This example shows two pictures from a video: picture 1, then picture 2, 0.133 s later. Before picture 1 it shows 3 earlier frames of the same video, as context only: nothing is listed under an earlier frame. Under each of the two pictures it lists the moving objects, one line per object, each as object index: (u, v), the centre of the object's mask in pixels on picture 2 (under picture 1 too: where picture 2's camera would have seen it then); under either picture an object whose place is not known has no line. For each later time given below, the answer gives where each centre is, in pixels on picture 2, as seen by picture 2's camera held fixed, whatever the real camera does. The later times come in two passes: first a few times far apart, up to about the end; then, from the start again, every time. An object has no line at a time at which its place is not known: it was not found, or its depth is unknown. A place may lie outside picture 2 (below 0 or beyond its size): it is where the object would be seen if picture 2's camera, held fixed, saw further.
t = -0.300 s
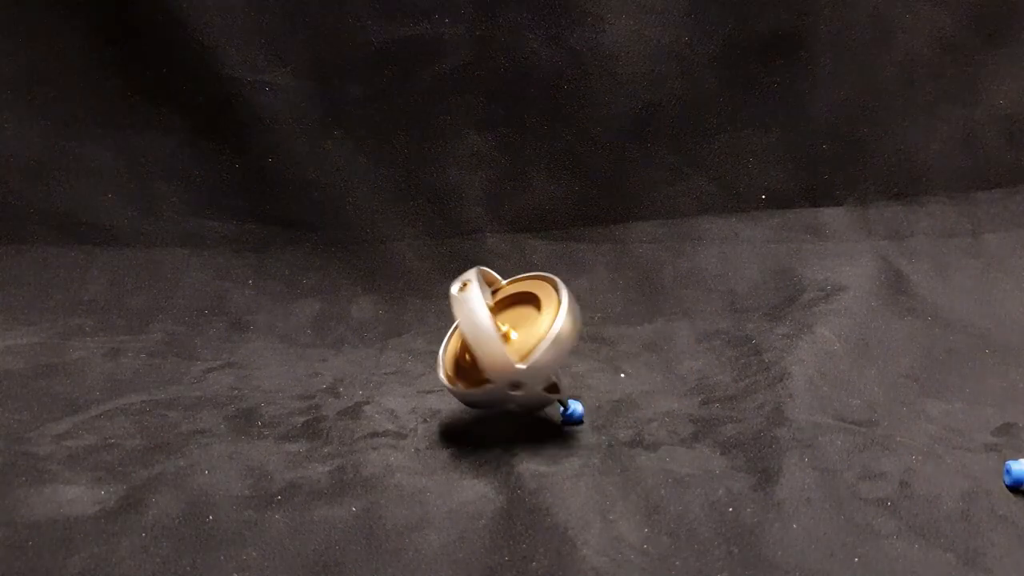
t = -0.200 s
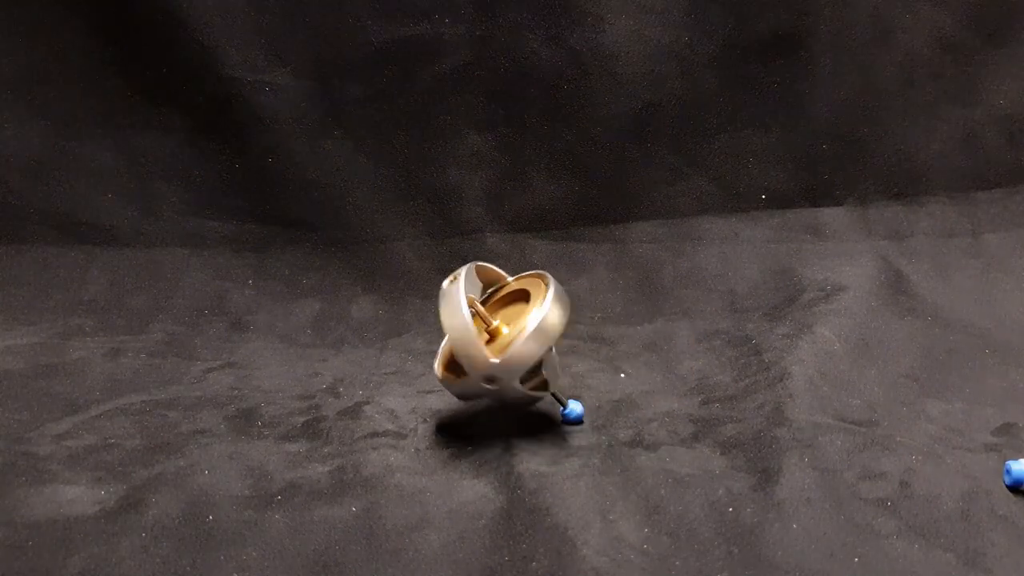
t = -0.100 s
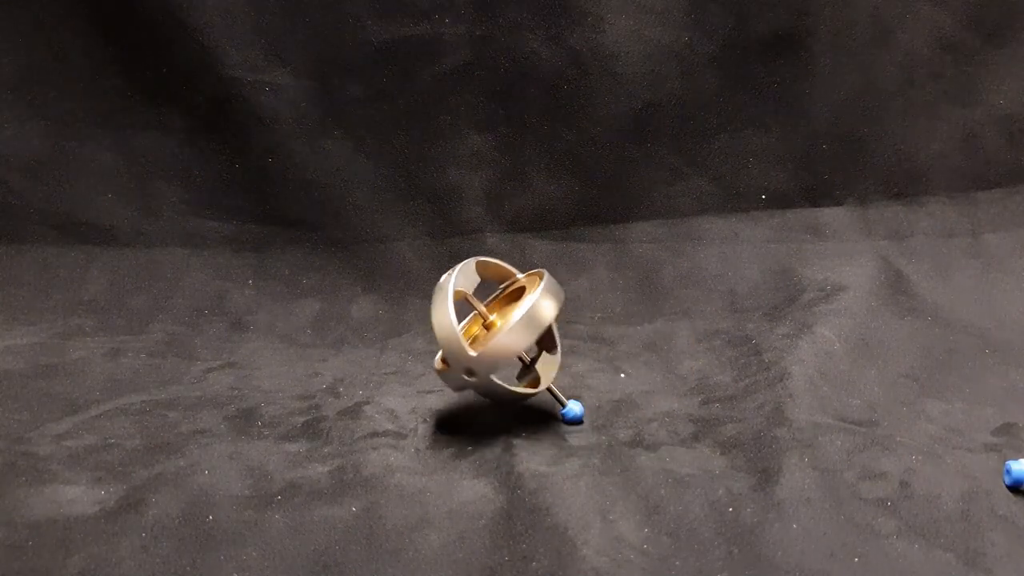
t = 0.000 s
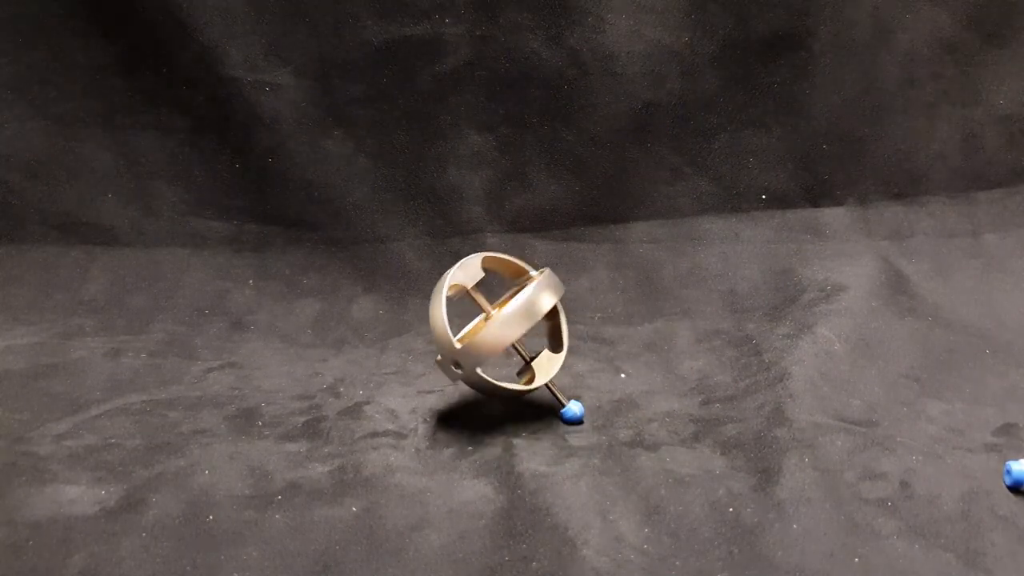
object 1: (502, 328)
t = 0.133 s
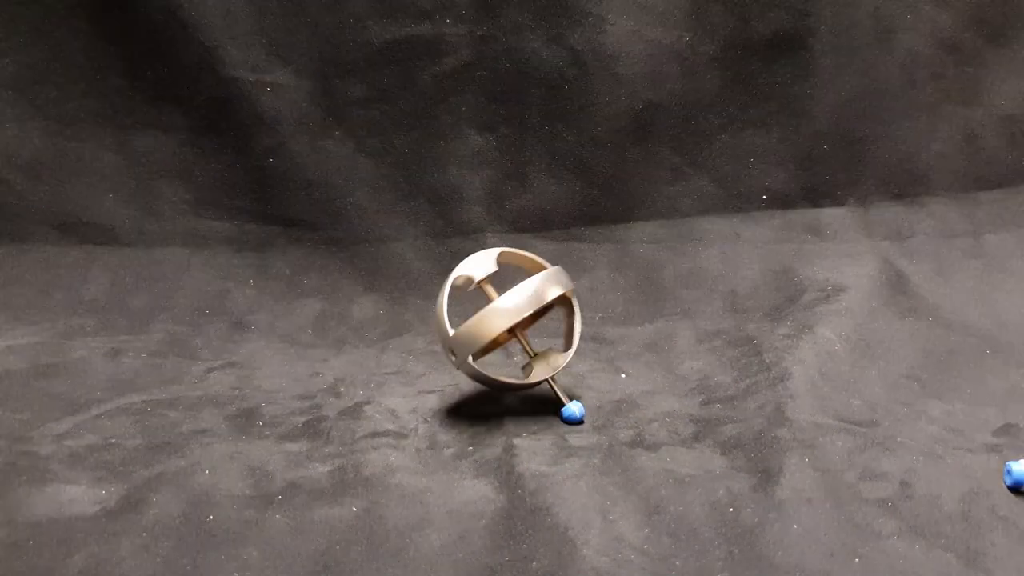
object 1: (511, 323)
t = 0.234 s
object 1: (521, 319)
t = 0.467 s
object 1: (552, 313)
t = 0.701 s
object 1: (592, 314)
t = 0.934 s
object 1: (624, 320)
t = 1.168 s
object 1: (642, 331)
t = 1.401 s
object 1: (645, 340)
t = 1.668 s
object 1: (617, 352)
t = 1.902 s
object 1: (573, 353)
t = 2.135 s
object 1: (529, 350)
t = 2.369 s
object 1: (503, 343)
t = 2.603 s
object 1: (499, 331)
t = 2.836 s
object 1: (518, 321)
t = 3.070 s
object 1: (551, 315)
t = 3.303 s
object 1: (591, 316)
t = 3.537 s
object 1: (626, 321)
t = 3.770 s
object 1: (645, 333)
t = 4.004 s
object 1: (647, 344)
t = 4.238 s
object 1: (623, 355)
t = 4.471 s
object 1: (576, 357)
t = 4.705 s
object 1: (528, 354)
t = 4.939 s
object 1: (500, 346)
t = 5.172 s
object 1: (498, 332)
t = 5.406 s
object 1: (520, 321)
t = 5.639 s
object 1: (556, 316)
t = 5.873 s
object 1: (598, 318)
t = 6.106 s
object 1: (634, 325)
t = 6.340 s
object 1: (650, 337)
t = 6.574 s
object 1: (647, 349)
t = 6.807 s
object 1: (614, 359)
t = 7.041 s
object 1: (564, 359)
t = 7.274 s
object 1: (519, 355)
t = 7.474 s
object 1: (496, 346)
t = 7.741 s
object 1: (498, 332)
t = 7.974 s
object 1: (523, 321)
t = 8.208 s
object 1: (563, 318)
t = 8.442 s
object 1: (606, 320)
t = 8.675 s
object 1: (641, 329)
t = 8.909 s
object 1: (654, 341)
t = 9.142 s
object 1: (645, 354)
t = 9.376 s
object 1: (604, 362)
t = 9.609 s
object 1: (550, 360)
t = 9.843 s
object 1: (509, 356)
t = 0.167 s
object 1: (514, 321)
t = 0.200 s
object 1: (517, 320)
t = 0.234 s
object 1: (521, 319)
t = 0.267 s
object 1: (525, 317)
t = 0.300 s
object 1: (528, 316)
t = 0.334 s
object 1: (533, 315)
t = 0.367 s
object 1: (537, 315)
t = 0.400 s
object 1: (541, 314)
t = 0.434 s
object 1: (546, 313)
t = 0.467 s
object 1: (552, 313)
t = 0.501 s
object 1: (557, 313)
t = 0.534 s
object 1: (563, 313)
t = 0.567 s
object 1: (568, 313)
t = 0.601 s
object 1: (573, 313)
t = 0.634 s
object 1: (581, 314)
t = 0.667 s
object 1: (586, 314)
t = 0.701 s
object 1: (592, 314)
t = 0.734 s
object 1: (597, 315)
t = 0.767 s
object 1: (602, 315)
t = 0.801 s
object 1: (606, 316)
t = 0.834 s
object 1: (612, 317)
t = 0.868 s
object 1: (616, 317)
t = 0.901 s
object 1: (621, 319)
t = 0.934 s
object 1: (624, 320)
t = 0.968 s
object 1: (628, 321)
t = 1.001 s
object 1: (632, 323)
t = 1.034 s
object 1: (635, 324)
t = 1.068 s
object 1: (637, 327)
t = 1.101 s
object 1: (639, 328)
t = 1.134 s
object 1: (641, 330)
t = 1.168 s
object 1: (642, 331)
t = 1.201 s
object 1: (644, 331)
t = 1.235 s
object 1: (645, 333)
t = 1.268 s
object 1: (646, 334)
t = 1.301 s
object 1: (647, 336)
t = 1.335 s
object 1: (646, 337)
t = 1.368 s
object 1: (646, 339)
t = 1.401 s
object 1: (645, 340)
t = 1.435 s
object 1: (643, 342)
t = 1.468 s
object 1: (641, 344)
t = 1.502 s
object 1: (638, 345)
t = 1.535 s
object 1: (635, 347)
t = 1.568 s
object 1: (631, 349)
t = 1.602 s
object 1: (628, 350)
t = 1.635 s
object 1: (622, 351)
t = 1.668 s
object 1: (617, 352)
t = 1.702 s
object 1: (611, 353)
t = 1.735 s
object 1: (605, 353)
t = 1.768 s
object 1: (599, 354)
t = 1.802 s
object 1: (593, 353)
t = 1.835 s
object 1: (586, 354)
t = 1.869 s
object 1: (580, 353)
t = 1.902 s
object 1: (573, 353)
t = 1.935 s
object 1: (566, 353)
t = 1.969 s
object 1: (559, 351)
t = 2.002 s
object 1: (552, 351)
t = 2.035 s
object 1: (546, 351)
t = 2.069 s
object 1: (540, 351)
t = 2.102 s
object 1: (535, 350)
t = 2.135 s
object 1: (529, 350)
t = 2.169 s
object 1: (524, 349)
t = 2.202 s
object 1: (521, 349)
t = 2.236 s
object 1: (517, 348)
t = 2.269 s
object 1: (513, 348)
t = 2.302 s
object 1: (509, 346)
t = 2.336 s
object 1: (505, 345)
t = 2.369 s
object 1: (503, 343)
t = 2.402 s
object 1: (500, 341)
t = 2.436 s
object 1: (499, 339)
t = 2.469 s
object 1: (498, 338)
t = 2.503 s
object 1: (497, 336)
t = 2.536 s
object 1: (497, 334)
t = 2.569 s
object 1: (498, 332)
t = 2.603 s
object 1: (499, 331)
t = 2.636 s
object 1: (500, 330)
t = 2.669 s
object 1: (502, 328)
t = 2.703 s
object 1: (504, 326)
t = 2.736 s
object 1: (507, 325)
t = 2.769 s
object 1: (510, 324)
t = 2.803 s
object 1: (514, 322)
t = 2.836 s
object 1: (518, 321)
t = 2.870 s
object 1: (522, 319)
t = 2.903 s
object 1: (526, 318)
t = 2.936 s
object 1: (530, 317)
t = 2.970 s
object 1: (535, 316)
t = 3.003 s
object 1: (540, 316)
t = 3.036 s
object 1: (545, 315)
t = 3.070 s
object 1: (551, 315)
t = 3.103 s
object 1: (557, 315)
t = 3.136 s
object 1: (562, 315)
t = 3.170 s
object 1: (568, 315)
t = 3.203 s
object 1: (574, 315)
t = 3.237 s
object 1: (579, 315)
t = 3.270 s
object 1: (585, 316)
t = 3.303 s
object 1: (591, 316)
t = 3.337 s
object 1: (597, 316)
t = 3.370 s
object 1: (602, 317)
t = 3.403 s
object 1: (607, 318)
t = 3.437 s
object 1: (612, 318)
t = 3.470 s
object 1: (617, 319)
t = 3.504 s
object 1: (622, 320)
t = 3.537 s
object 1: (626, 321)
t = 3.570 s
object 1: (631, 323)
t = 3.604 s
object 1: (634, 324)
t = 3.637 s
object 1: (638, 326)
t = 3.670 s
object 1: (640, 328)
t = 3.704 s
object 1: (642, 330)
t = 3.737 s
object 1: (644, 332)
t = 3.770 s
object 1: (645, 333)
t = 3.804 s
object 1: (647, 334)
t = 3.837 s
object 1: (648, 335)
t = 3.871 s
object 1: (649, 337)
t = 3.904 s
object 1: (649, 338)
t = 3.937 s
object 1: (649, 340)
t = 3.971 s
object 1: (648, 342)
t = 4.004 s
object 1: (647, 344)
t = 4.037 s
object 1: (645, 345)
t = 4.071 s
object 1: (643, 347)
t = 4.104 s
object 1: (640, 349)
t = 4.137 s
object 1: (636, 351)
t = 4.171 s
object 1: (632, 352)
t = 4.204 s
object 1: (628, 354)
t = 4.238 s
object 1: (623, 355)
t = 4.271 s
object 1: (617, 356)
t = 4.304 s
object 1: (611, 356)
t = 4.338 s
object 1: (603, 356)
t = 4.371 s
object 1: (597, 357)
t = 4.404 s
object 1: (591, 357)
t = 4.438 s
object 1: (583, 357)
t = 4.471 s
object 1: (576, 357)
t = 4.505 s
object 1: (569, 356)
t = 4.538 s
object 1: (562, 356)
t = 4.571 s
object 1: (554, 355)
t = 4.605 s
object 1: (547, 354)
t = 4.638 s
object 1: (541, 355)
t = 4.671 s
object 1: (534, 354)
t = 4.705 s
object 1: (528, 354)
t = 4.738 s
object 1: (523, 353)
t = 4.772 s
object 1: (519, 353)
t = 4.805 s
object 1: (515, 352)
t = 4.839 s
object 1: (510, 351)
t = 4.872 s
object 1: (507, 350)
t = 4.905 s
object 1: (503, 348)
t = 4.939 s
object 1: (500, 346)
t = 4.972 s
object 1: (498, 344)
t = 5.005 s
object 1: (495, 340)
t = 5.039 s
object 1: (495, 339)
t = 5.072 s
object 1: (495, 338)
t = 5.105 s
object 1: (495, 336)
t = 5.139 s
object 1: (496, 334)
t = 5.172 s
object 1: (498, 332)
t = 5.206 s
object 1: (499, 331)
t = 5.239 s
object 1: (502, 329)
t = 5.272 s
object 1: (505, 328)
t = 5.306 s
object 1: (508, 326)
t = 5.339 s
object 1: (512, 325)
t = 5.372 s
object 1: (516, 323)
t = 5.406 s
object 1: (520, 321)
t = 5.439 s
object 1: (524, 320)
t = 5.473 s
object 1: (529, 319)
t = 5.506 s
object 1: (534, 318)
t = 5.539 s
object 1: (539, 317)
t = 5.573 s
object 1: (544, 317)
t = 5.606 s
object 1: (550, 316)
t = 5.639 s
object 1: (556, 316)
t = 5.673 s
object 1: (563, 317)
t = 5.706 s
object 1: (569, 317)
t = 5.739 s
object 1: (574, 317)
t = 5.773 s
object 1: (580, 317)
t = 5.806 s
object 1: (586, 317)
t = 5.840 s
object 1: (592, 317)
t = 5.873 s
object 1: (598, 318)
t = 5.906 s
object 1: (604, 318)
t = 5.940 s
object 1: (609, 319)
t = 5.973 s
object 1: (614, 320)
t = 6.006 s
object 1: (620, 321)
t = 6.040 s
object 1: (625, 322)
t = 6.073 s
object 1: (629, 324)
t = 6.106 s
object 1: (634, 325)
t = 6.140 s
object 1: (637, 327)
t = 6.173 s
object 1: (641, 329)
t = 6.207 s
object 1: (644, 331)
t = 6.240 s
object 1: (646, 333)
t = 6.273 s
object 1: (647, 334)
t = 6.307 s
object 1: (648, 336)
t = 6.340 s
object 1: (650, 337)
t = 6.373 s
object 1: (651, 339)
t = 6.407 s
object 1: (652, 340)
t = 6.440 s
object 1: (652, 342)
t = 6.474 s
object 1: (652, 344)
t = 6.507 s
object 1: (651, 345)
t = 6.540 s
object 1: (649, 347)
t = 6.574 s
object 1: (647, 349)
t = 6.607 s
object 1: (644, 351)
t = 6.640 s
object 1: (641, 353)
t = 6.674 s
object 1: (636, 354)
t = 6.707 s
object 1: (632, 356)
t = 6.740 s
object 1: (627, 357)
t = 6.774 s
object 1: (621, 358)
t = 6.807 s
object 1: (614, 359)
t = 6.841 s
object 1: (607, 359)
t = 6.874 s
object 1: (600, 359)
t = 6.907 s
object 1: (594, 359)
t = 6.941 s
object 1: (587, 359)
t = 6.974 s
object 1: (579, 359)
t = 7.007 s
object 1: (572, 359)
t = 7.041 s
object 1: (564, 359)
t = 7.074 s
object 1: (556, 358)
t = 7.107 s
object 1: (549, 357)
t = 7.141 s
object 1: (542, 357)
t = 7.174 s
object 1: (535, 357)
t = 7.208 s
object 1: (529, 356)
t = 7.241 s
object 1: (523, 356)
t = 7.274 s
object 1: (519, 355)
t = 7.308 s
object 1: (514, 354)
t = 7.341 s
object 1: (510, 353)
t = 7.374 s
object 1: (506, 352)
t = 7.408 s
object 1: (503, 350)
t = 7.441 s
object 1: (499, 348)
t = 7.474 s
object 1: (496, 346)
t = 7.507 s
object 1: (495, 344)
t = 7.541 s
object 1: (493, 343)
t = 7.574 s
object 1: (493, 341)
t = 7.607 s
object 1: (492, 339)
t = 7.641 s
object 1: (493, 338)
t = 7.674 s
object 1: (494, 336)
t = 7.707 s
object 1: (496, 334)
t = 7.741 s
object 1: (498, 332)
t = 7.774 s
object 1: (500, 331)
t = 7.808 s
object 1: (503, 329)
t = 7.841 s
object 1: (507, 327)
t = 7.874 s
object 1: (511, 326)
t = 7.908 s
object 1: (514, 324)
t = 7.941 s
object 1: (518, 322)
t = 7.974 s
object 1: (523, 321)
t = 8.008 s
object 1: (528, 320)
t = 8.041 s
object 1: (533, 319)
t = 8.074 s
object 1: (538, 318)
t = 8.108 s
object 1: (544, 318)
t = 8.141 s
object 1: (551, 318)
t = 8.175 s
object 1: (557, 318)
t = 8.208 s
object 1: (563, 318)
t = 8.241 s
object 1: (569, 318)
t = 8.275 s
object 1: (576, 318)
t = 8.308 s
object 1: (582, 318)
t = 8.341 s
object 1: (588, 319)
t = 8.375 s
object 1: (594, 319)
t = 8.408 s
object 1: (600, 319)
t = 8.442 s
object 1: (606, 320)
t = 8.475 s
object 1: (612, 321)
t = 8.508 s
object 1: (617, 322)
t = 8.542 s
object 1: (623, 323)
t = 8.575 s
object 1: (628, 324)
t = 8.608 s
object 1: (633, 326)
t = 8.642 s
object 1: (637, 327)
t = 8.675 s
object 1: (641, 329)
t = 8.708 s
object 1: (644, 331)
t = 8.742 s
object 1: (647, 333)
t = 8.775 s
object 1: (649, 335)
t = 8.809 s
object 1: (651, 336)
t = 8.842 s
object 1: (652, 338)
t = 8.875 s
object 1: (653, 340)
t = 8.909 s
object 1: (654, 341)
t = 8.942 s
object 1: (655, 344)
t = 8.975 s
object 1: (655, 345)
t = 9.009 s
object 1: (654, 347)
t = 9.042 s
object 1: (653, 349)
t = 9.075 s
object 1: (651, 350)
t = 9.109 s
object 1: (648, 352)
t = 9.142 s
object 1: (645, 354)
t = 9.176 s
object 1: (641, 356)
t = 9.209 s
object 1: (636, 358)
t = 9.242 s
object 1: (631, 360)
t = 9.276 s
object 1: (625, 361)
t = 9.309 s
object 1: (619, 361)
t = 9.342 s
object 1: (612, 361)
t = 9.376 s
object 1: (604, 362)
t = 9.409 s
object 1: (597, 362)
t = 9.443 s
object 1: (590, 362)
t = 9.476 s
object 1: (582, 362)
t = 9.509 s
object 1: (575, 362)
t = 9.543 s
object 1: (567, 362)
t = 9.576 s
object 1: (558, 361)
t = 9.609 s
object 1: (550, 360)
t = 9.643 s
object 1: (543, 360)
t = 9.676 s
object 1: (536, 360)
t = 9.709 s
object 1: (529, 359)
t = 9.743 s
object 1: (523, 358)
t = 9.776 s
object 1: (518, 357)
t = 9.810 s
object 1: (514, 357)
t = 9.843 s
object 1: (509, 356)
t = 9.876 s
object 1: (505, 355)
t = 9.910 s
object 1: (501, 352)
